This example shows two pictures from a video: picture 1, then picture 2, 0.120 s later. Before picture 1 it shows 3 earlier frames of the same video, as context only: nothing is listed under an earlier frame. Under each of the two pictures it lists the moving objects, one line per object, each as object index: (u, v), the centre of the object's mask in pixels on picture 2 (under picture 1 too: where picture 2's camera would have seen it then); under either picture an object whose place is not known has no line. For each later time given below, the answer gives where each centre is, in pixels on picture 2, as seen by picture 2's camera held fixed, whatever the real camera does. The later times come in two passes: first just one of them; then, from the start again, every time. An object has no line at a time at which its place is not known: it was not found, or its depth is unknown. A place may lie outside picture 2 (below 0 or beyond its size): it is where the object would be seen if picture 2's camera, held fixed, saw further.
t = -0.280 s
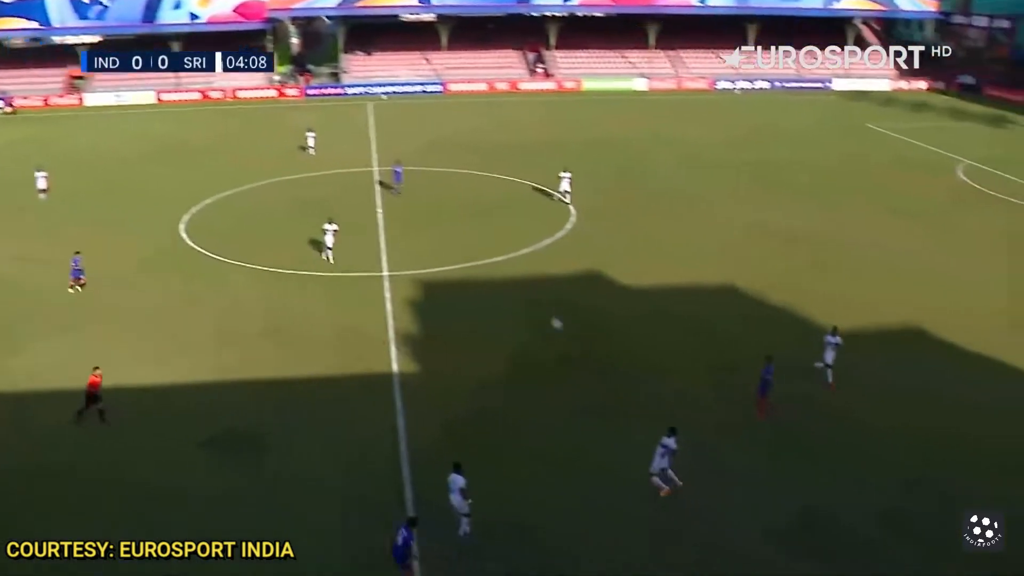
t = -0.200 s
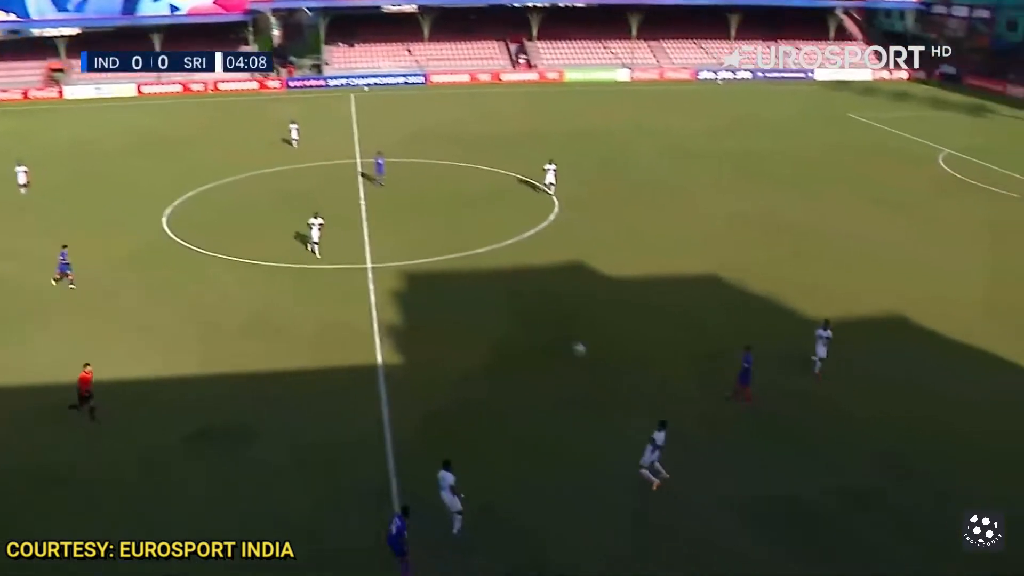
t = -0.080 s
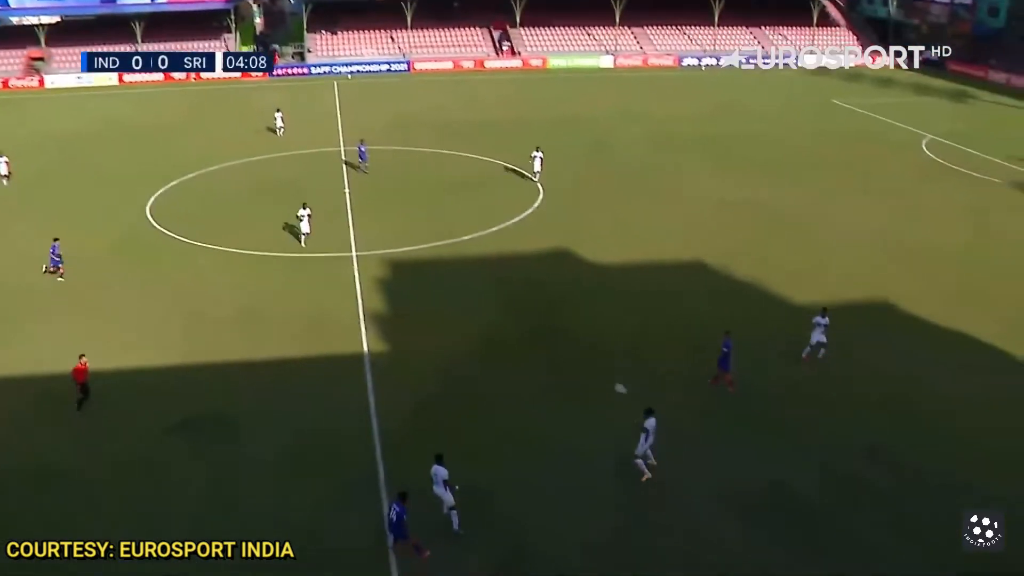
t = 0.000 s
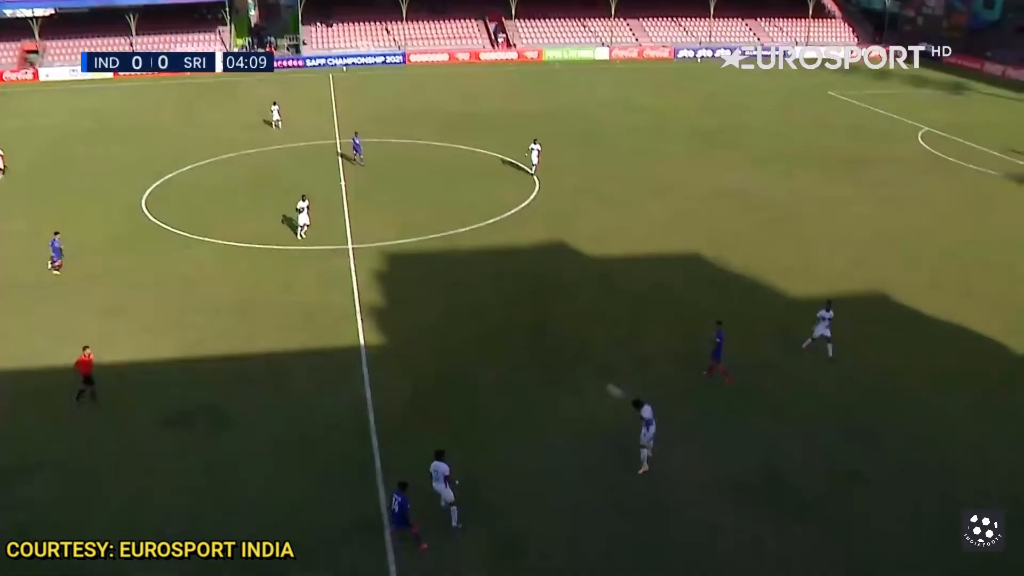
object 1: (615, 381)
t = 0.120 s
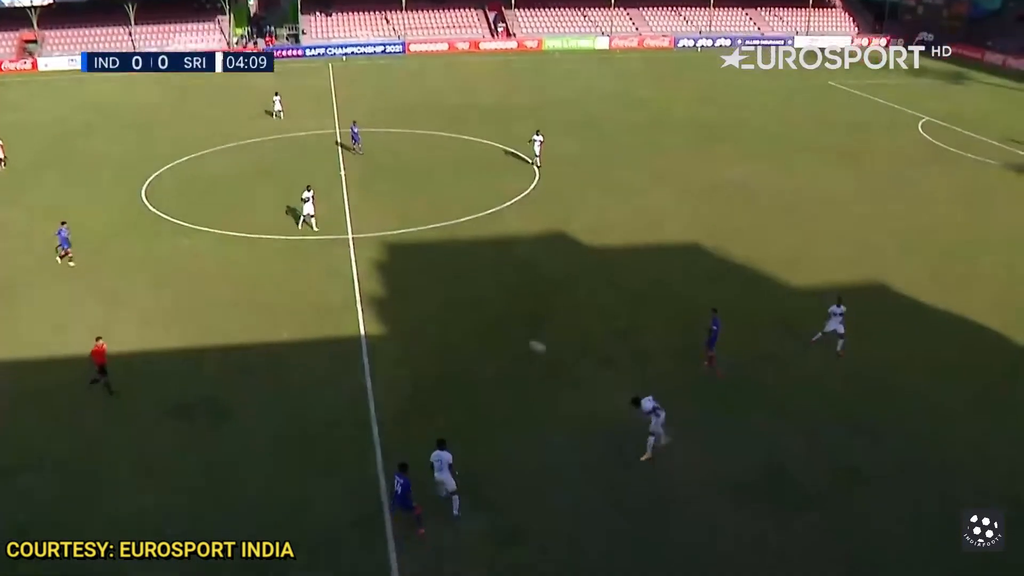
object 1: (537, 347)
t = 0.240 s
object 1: (460, 318)
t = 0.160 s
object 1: (511, 337)
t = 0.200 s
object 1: (485, 327)
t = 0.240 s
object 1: (460, 318)
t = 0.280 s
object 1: (434, 309)
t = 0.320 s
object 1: (410, 302)
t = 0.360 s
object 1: (386, 296)
